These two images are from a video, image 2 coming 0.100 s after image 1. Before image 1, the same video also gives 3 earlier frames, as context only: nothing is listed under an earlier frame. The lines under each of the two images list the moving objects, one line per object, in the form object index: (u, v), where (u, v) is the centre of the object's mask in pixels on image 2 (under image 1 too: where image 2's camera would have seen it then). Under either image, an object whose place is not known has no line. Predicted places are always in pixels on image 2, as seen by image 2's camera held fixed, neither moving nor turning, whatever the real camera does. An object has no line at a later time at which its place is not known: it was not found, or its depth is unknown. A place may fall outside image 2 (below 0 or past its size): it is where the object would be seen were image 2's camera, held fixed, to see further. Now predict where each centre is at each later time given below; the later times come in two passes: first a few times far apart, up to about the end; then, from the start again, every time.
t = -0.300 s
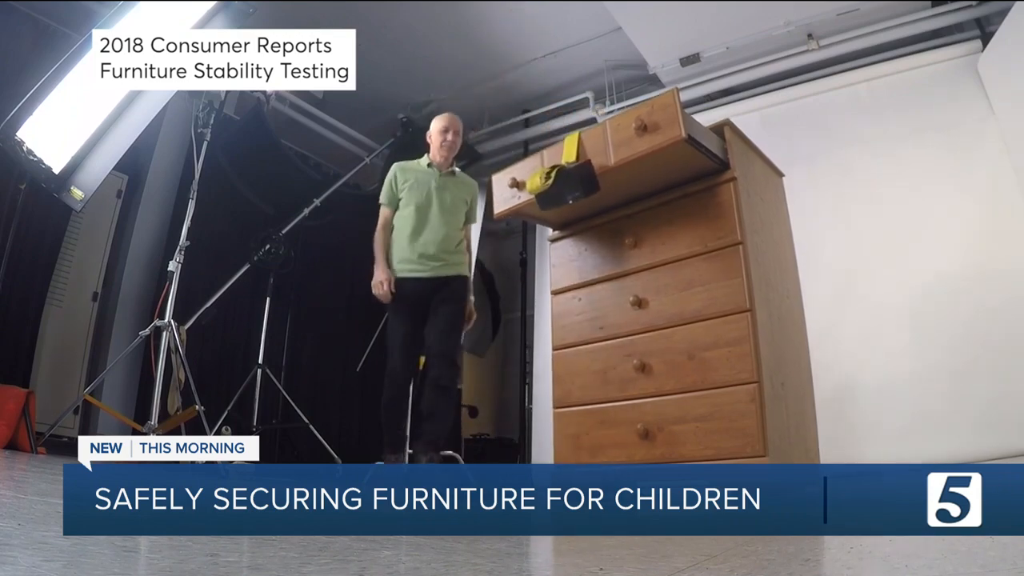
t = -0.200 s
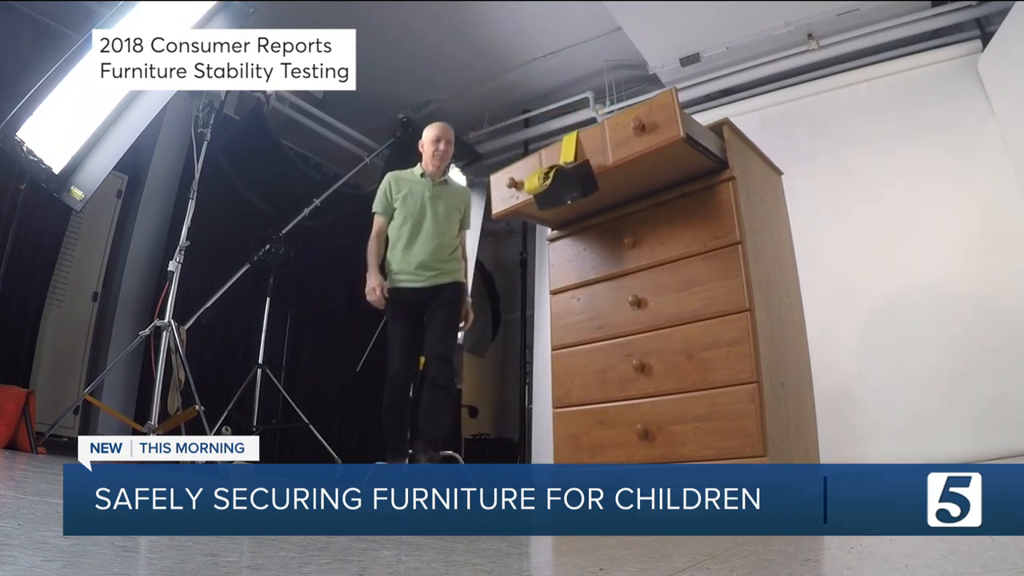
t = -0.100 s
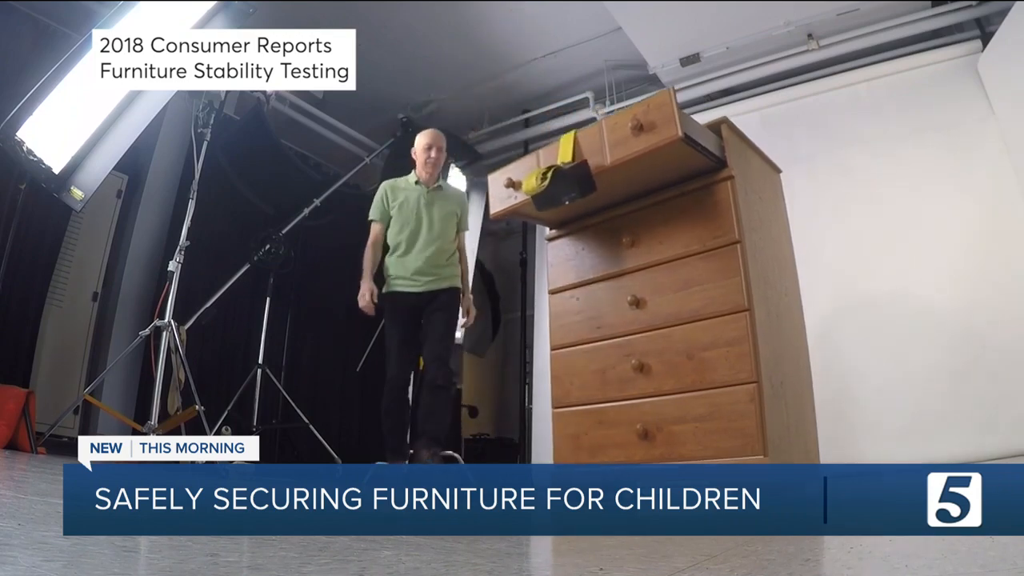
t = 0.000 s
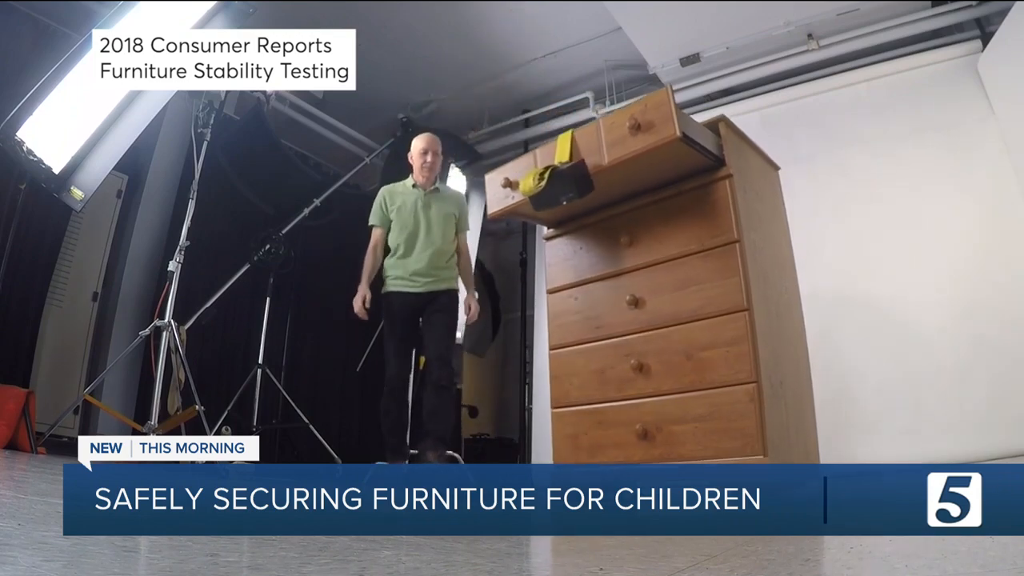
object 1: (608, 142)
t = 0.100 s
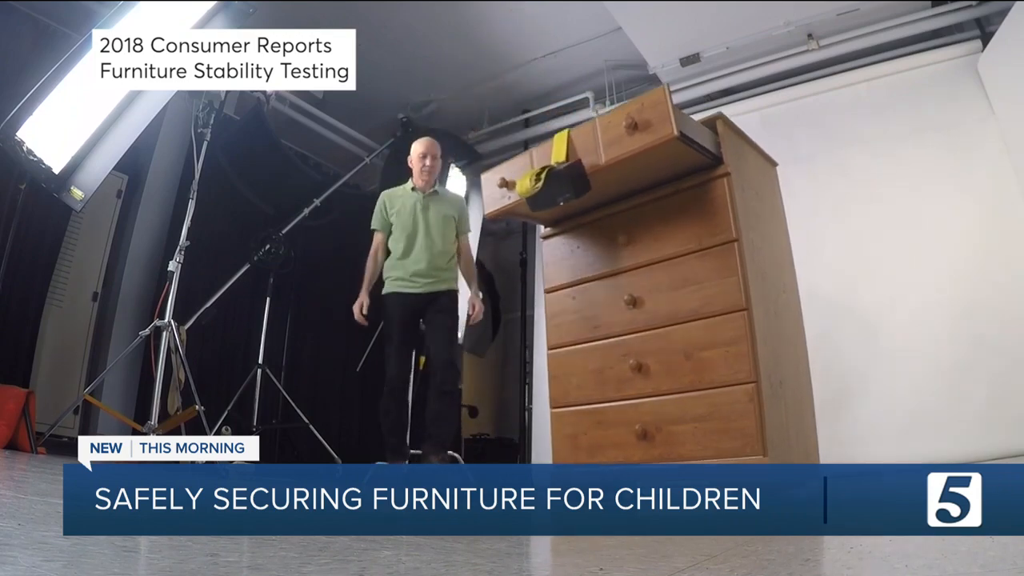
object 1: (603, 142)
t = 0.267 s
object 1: (604, 143)
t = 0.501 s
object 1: (577, 142)
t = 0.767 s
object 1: (516, 179)
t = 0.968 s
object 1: (484, 334)
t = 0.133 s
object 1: (602, 142)
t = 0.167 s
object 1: (612, 144)
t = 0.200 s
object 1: (610, 143)
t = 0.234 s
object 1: (606, 143)
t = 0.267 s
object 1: (604, 143)
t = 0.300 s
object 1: (593, 141)
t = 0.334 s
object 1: (589, 141)
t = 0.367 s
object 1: (594, 141)
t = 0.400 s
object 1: (592, 141)
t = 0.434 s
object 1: (585, 141)
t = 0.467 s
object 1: (582, 141)
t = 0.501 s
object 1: (577, 142)
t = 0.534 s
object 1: (572, 142)
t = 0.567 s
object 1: (567, 144)
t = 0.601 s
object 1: (559, 145)
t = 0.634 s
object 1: (554, 150)
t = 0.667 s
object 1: (545, 153)
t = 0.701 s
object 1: (534, 158)
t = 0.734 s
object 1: (525, 166)
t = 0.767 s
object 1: (516, 179)
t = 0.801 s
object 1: (505, 194)
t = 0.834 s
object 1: (499, 213)
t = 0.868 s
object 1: (492, 235)
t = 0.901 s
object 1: (481, 263)
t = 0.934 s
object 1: (497, 271)
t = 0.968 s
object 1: (484, 334)
